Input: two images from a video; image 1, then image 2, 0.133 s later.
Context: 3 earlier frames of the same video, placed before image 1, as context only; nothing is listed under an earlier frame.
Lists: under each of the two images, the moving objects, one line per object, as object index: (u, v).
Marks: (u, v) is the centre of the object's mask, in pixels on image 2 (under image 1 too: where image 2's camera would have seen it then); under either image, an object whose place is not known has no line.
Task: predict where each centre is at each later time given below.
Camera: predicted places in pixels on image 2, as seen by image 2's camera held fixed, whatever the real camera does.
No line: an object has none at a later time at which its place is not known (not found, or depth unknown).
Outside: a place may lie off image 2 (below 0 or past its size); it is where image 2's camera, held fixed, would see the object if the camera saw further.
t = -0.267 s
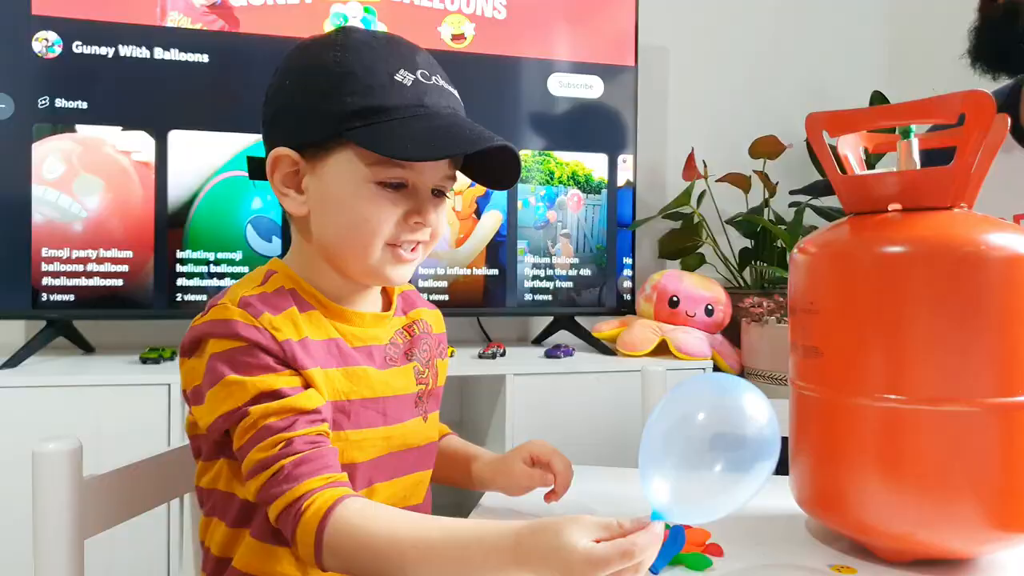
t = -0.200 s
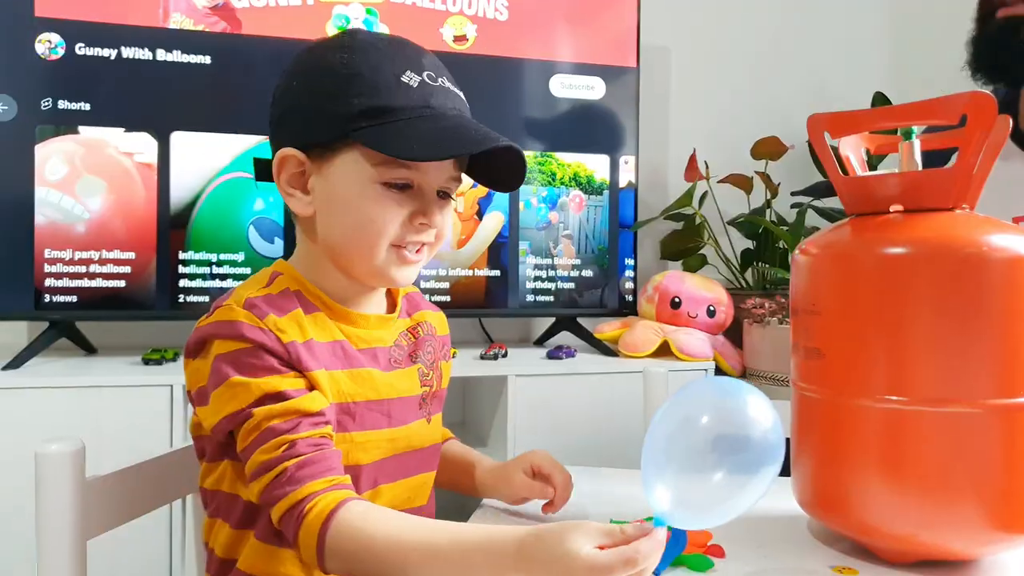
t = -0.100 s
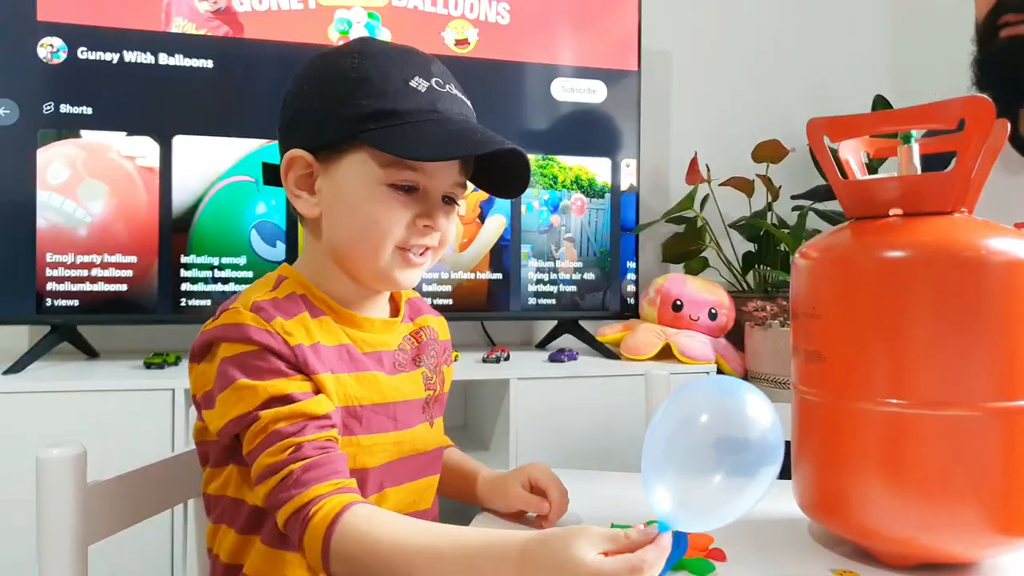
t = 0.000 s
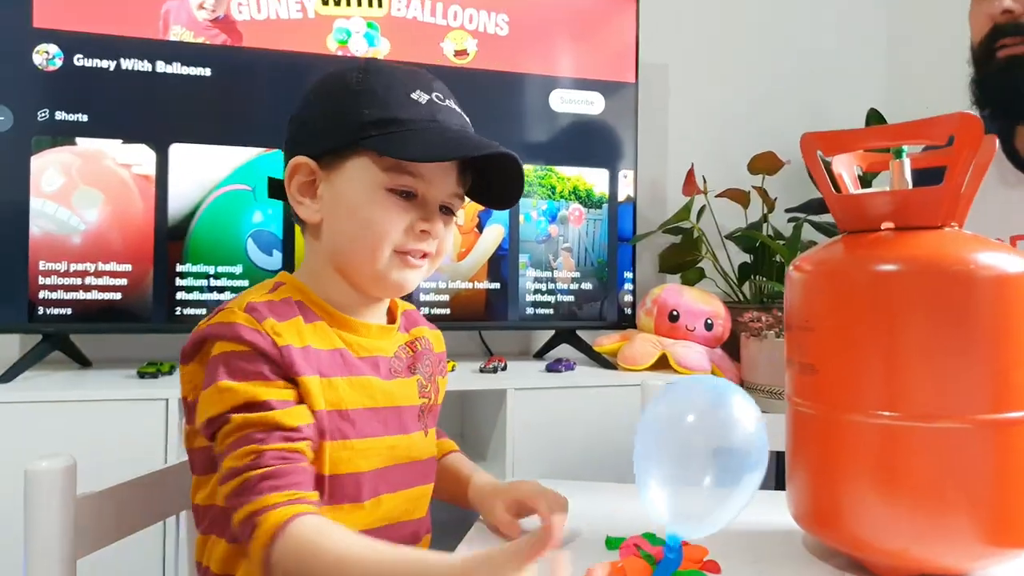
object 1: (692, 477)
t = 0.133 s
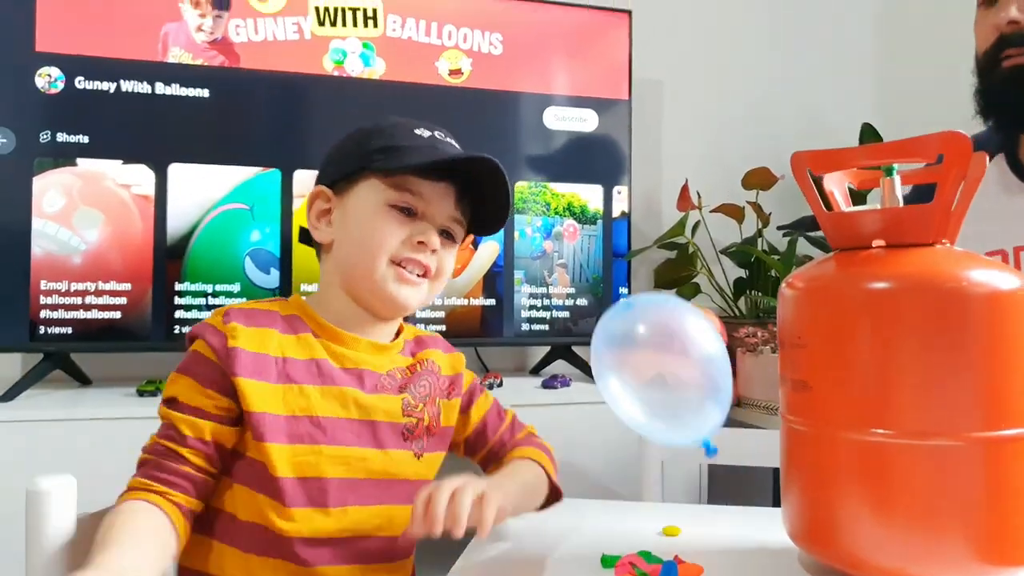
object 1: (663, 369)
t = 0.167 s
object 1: (659, 328)
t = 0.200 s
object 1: (657, 283)
